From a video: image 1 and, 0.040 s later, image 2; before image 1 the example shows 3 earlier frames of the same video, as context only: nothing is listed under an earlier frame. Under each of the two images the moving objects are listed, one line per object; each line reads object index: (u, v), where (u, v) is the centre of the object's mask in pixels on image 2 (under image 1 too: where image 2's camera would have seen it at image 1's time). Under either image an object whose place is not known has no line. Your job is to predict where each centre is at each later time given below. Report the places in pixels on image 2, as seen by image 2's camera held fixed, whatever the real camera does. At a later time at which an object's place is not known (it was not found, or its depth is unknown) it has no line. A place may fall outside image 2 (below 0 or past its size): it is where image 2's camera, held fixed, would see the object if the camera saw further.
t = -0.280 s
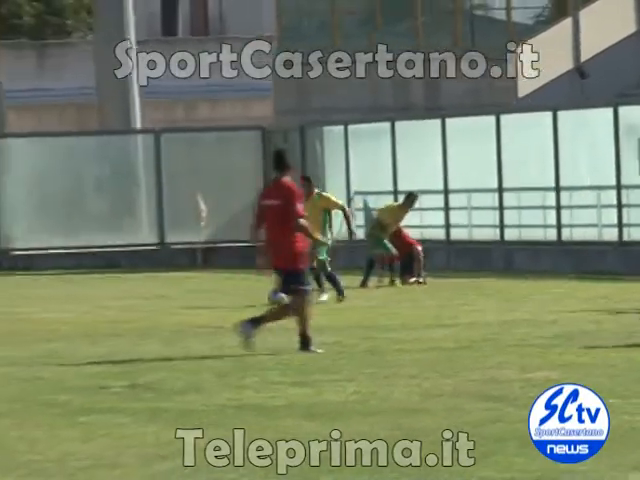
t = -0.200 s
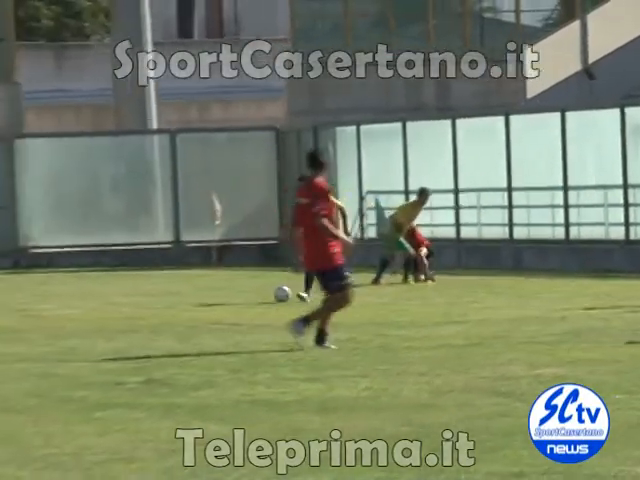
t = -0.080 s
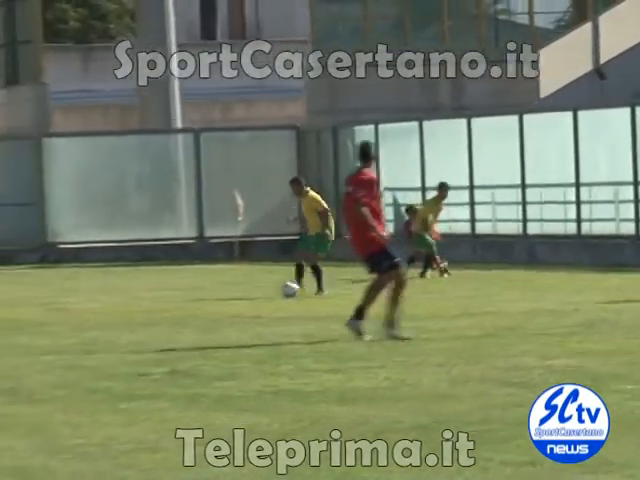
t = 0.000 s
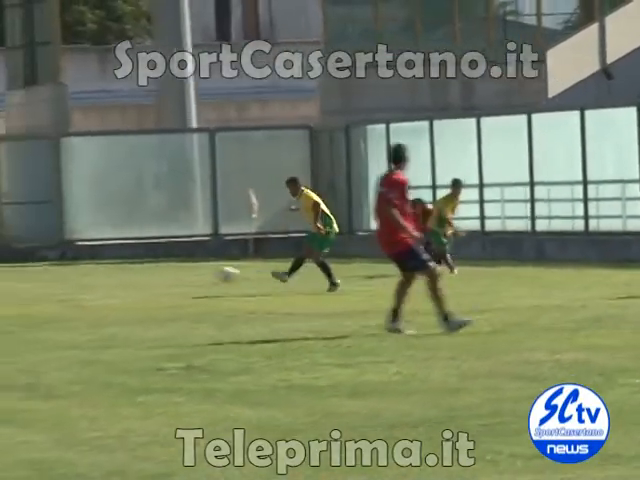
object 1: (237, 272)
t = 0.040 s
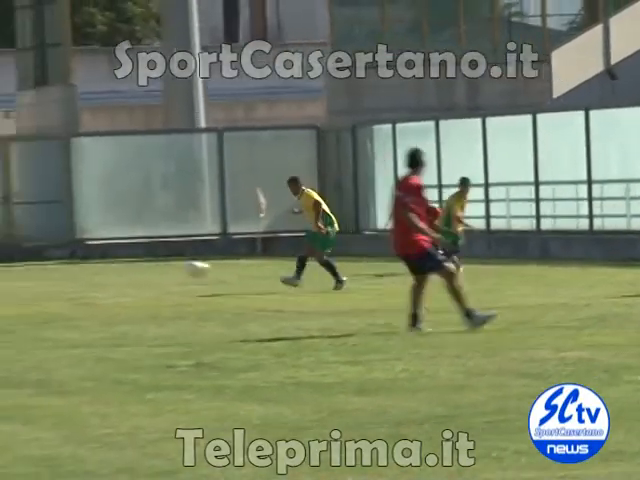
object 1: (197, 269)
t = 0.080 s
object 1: (161, 266)
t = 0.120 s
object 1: (124, 265)
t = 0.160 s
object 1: (87, 266)
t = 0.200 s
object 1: (51, 268)
